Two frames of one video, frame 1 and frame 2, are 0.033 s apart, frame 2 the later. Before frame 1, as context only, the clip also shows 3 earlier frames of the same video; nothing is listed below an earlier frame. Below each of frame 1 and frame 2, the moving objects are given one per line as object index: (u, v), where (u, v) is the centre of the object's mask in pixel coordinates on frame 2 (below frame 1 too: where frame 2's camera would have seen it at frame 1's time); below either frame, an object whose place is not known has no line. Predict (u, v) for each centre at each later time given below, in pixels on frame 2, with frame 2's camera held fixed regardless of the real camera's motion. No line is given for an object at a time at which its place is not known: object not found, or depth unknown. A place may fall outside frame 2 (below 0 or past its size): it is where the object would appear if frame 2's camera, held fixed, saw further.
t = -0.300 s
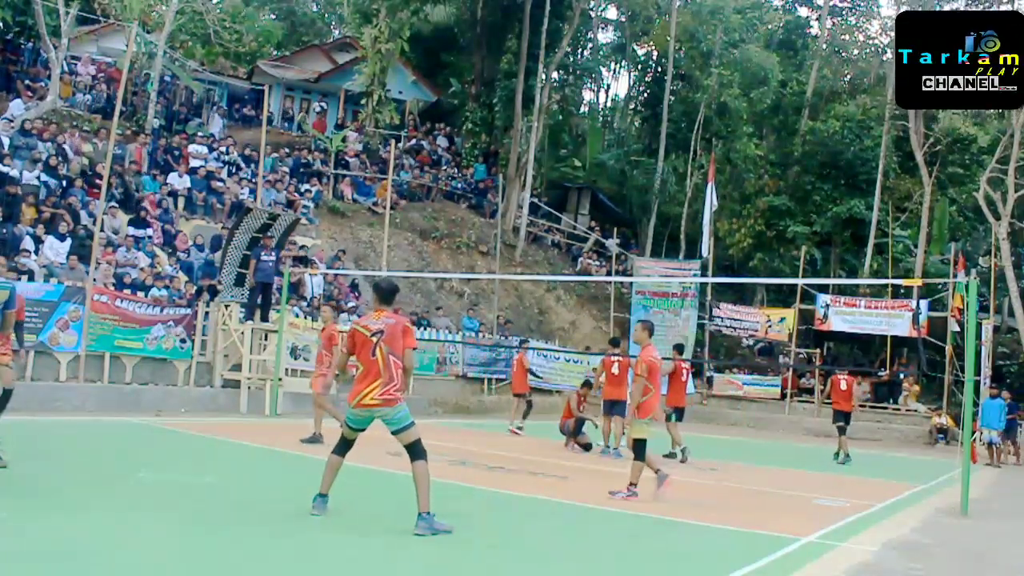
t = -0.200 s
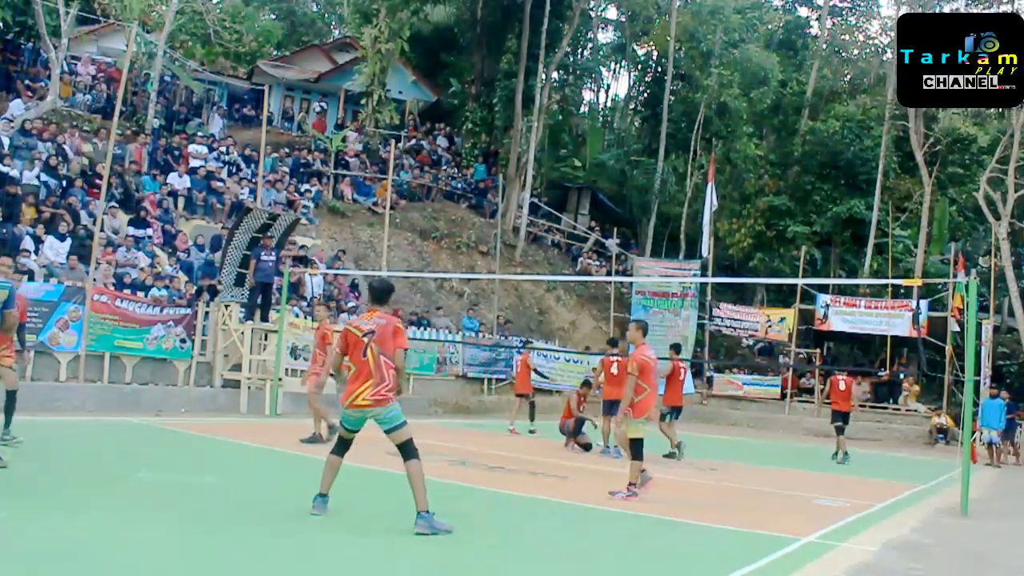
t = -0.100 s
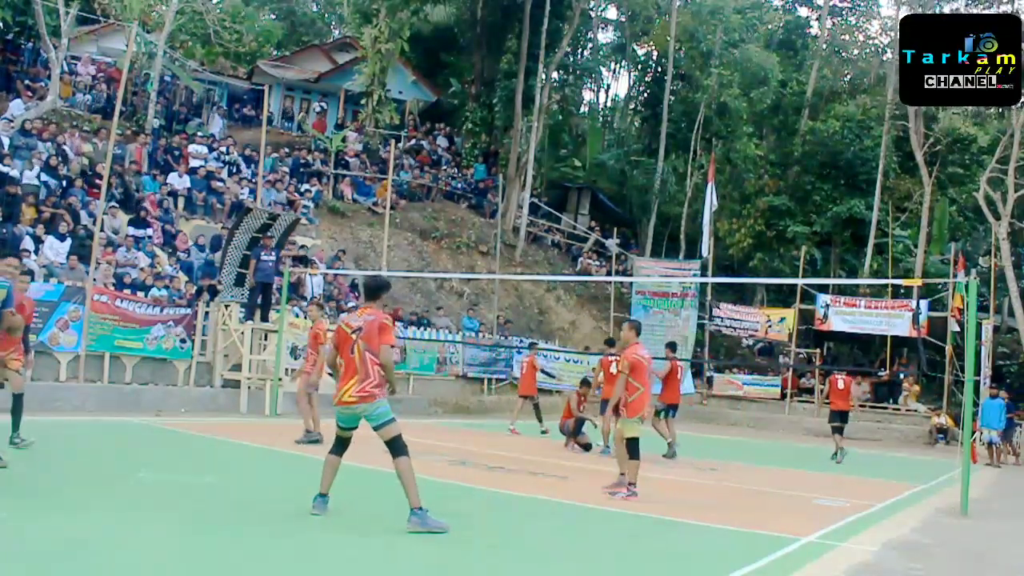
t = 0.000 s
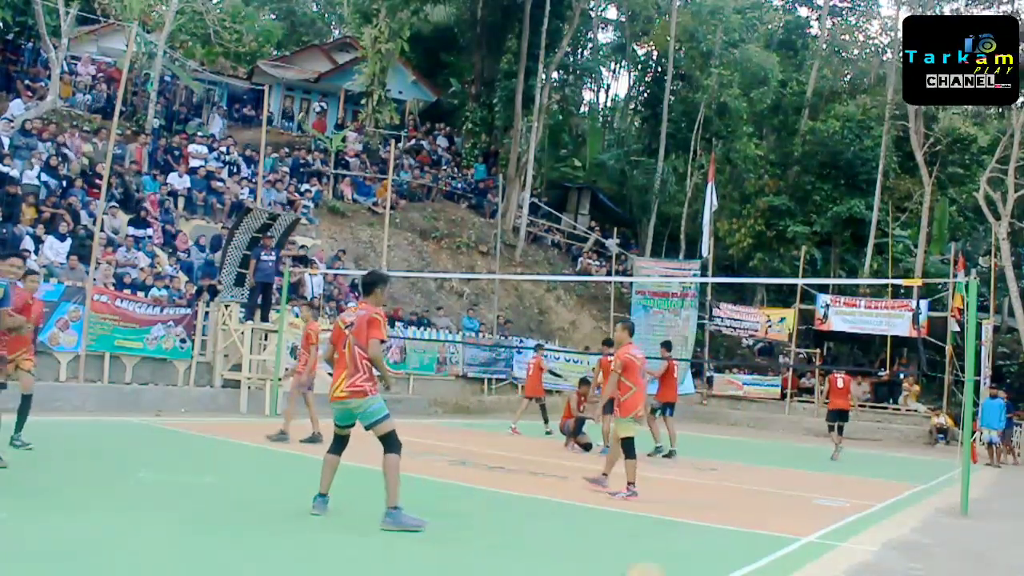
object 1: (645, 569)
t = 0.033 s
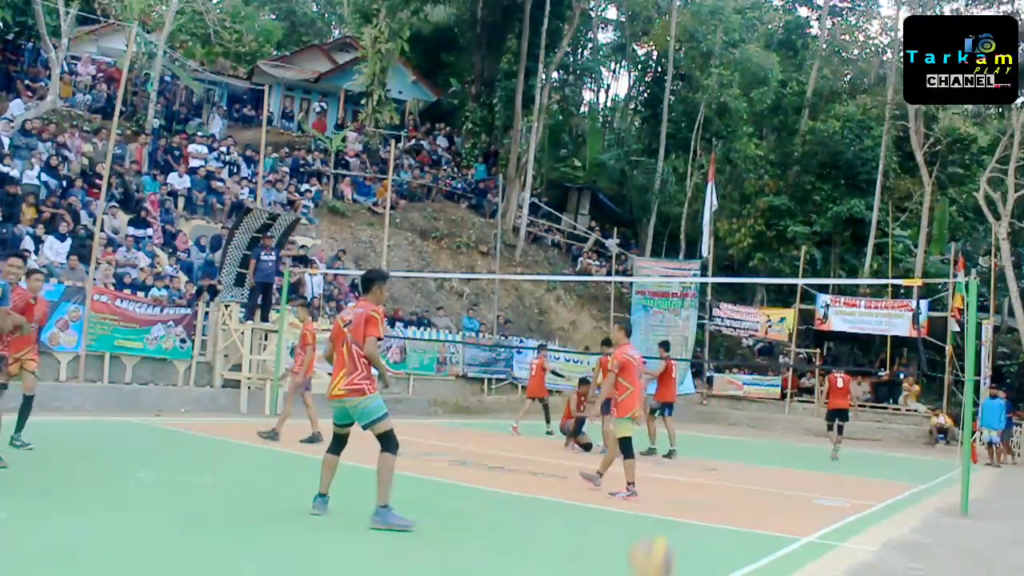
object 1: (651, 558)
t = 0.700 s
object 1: (706, 484)
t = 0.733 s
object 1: (708, 481)
